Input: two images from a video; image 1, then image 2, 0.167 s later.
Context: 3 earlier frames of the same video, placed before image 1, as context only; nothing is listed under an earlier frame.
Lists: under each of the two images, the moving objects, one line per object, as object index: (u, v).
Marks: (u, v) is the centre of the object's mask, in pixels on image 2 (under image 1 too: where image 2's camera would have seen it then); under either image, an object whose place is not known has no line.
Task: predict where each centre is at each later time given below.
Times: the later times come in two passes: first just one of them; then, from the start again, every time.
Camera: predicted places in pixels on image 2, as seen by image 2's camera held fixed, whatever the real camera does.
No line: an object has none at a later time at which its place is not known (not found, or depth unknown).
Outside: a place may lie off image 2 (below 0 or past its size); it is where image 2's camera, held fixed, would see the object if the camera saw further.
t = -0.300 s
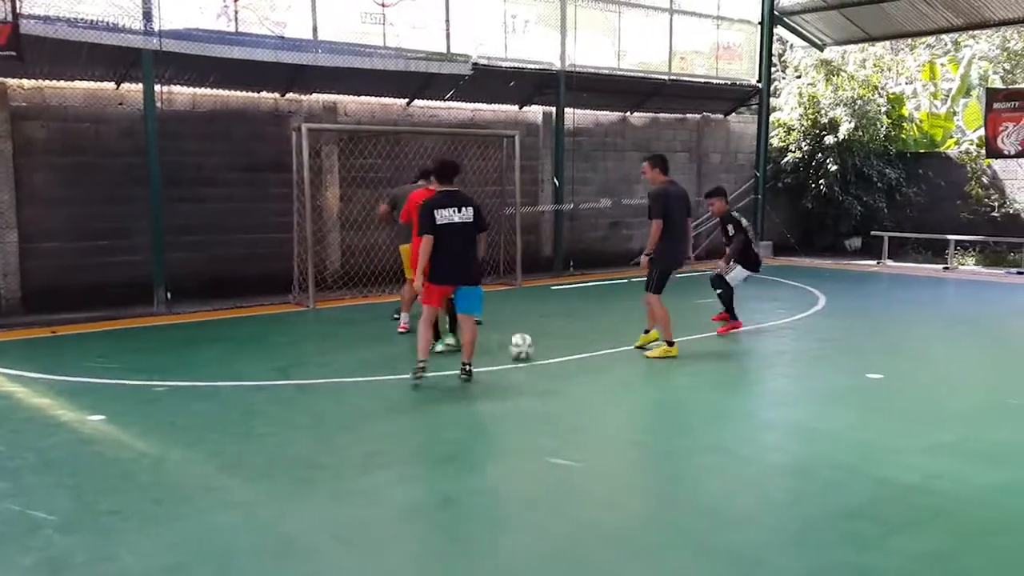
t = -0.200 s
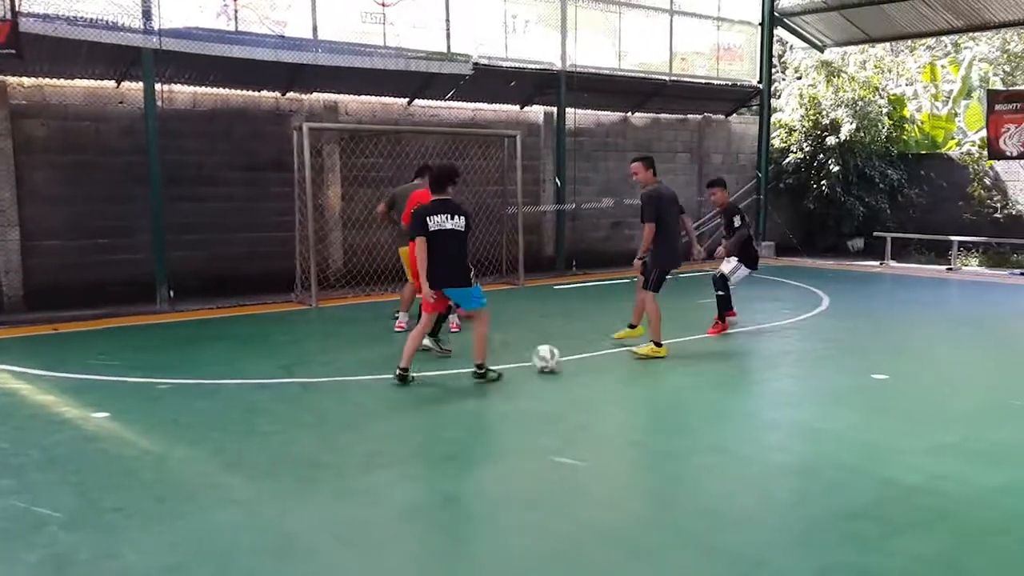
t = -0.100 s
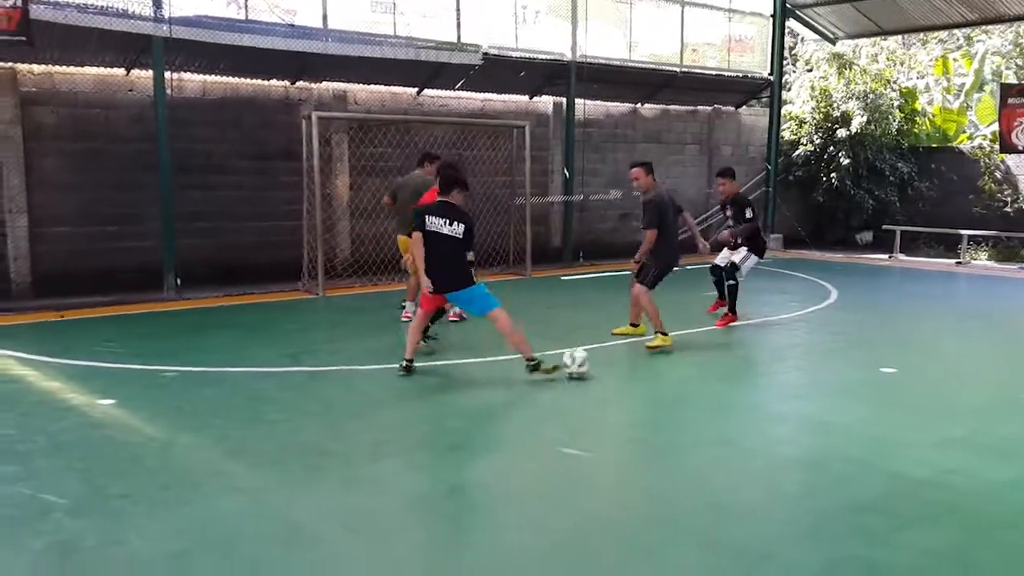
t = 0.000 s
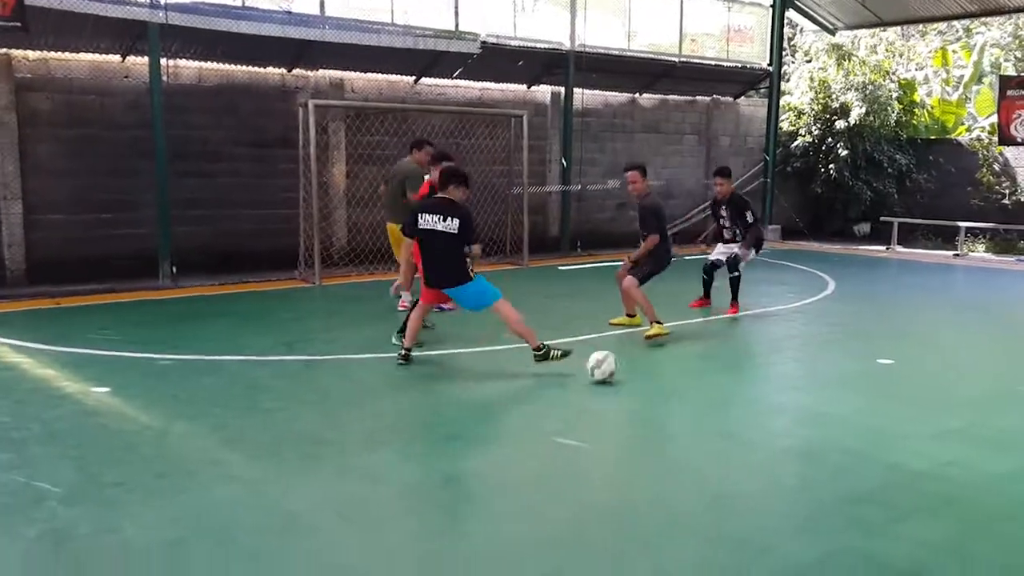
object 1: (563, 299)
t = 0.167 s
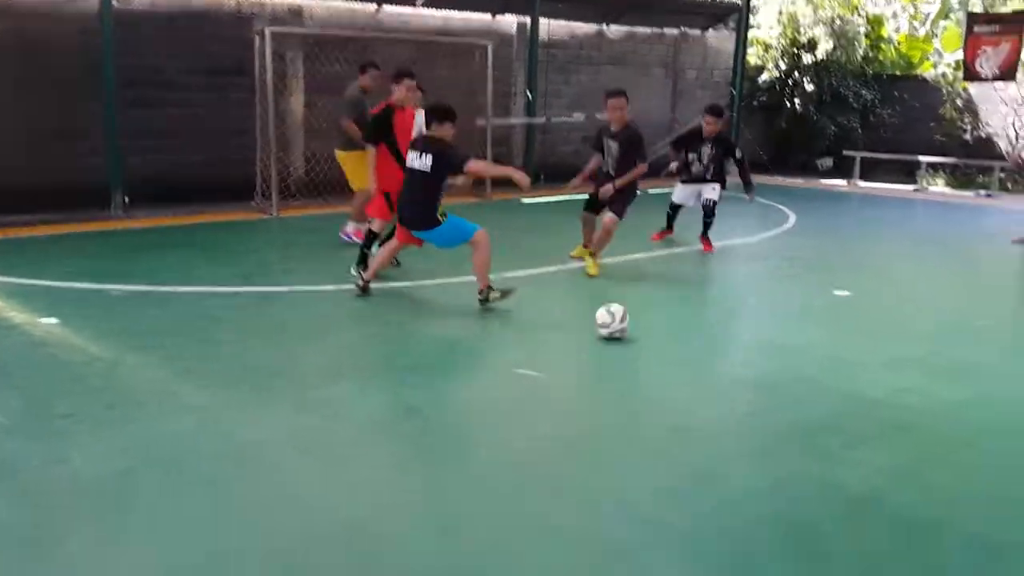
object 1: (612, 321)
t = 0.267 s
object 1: (644, 338)
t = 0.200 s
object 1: (621, 327)
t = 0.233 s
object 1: (632, 332)
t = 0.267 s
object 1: (644, 338)
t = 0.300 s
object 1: (655, 344)
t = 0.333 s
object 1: (666, 349)
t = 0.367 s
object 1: (679, 354)
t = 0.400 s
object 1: (692, 361)
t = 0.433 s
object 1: (704, 367)
